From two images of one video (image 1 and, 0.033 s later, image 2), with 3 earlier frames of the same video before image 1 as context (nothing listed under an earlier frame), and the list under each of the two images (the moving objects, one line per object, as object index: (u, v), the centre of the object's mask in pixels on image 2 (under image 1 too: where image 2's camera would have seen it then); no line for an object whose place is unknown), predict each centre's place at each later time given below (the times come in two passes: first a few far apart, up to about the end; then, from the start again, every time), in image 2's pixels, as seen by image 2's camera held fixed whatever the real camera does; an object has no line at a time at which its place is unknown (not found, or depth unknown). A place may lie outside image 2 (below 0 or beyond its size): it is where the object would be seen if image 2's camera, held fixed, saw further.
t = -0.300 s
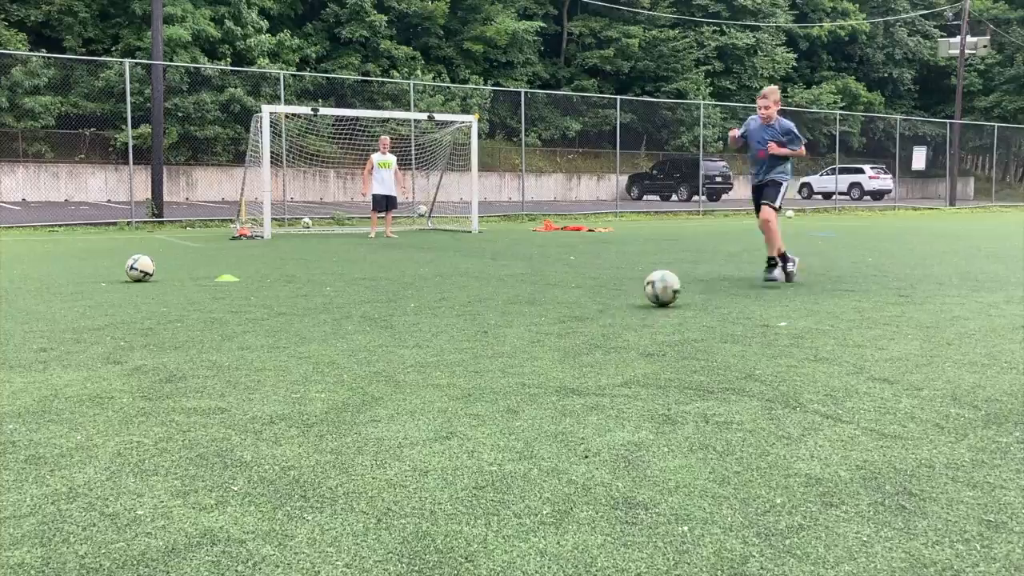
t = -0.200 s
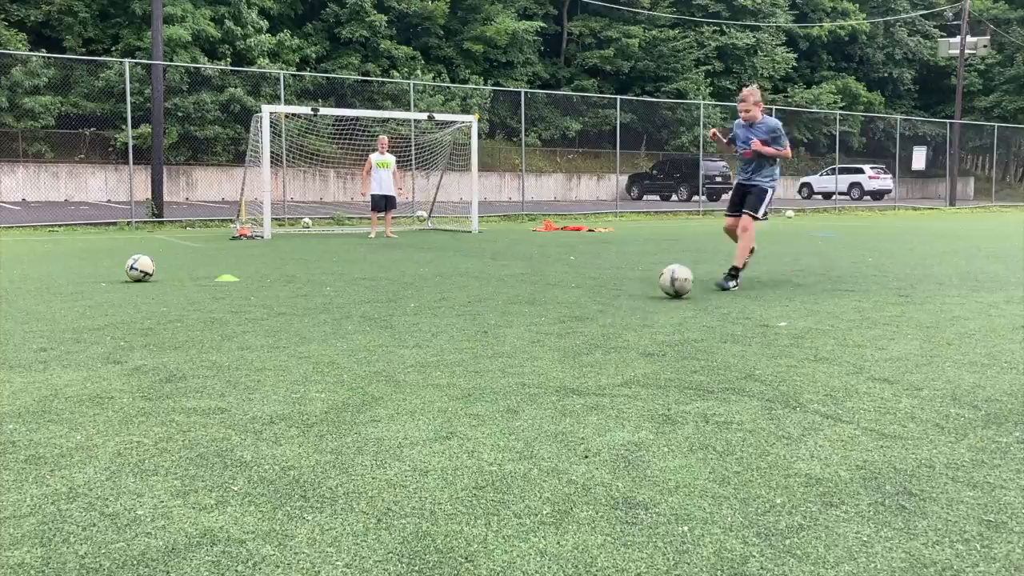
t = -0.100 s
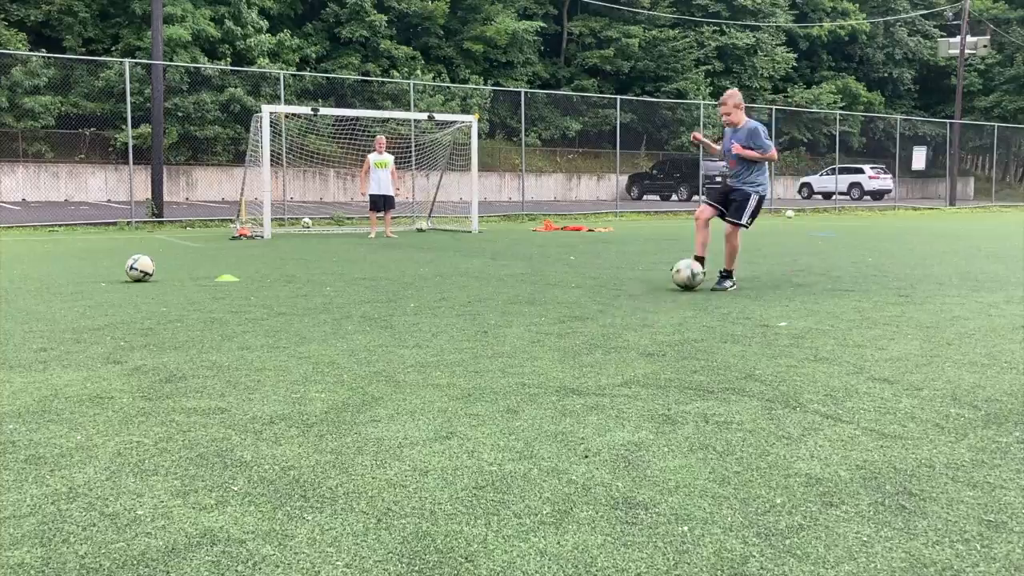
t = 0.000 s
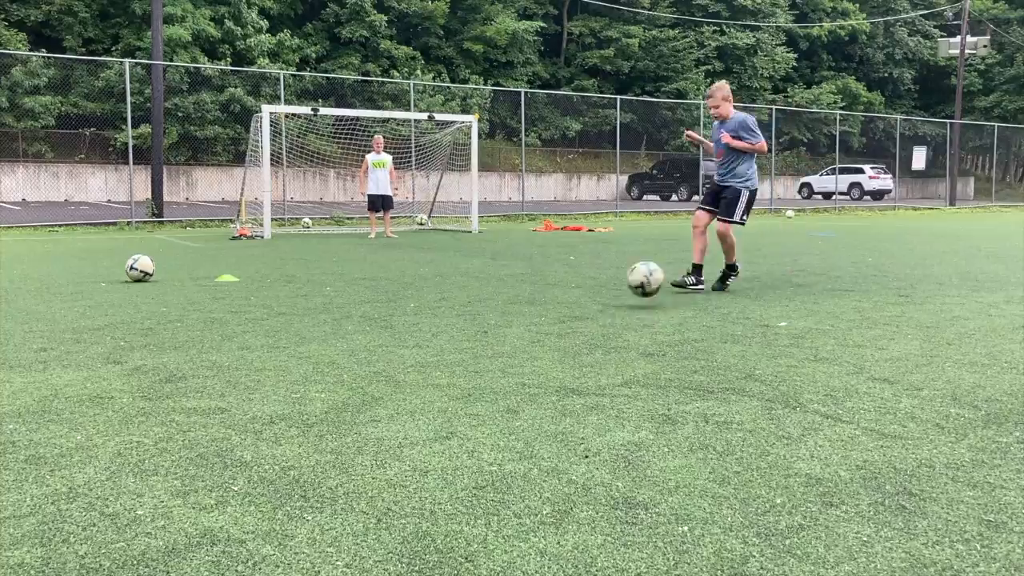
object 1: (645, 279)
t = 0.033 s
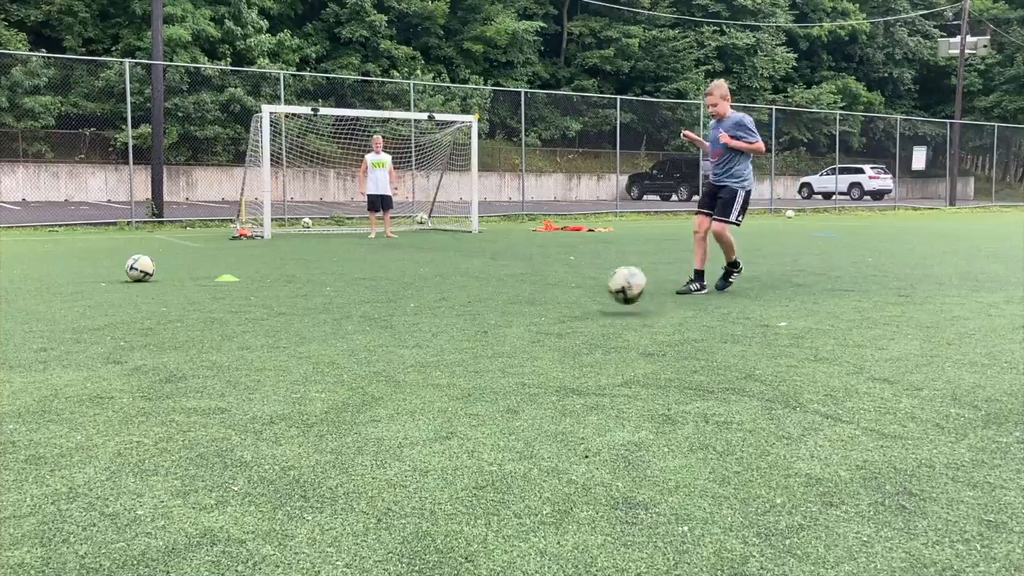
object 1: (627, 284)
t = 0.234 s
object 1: (470, 336)
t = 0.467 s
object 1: (17, 504)
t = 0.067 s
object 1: (607, 294)
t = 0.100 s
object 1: (583, 306)
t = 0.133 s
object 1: (558, 319)
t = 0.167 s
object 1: (534, 321)
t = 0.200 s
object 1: (504, 327)
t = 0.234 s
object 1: (470, 336)
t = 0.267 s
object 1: (429, 351)
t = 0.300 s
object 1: (381, 372)
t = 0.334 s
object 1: (323, 400)
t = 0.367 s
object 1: (262, 413)
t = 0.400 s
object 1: (187, 433)
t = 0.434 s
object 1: (92, 465)
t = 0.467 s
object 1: (17, 504)
